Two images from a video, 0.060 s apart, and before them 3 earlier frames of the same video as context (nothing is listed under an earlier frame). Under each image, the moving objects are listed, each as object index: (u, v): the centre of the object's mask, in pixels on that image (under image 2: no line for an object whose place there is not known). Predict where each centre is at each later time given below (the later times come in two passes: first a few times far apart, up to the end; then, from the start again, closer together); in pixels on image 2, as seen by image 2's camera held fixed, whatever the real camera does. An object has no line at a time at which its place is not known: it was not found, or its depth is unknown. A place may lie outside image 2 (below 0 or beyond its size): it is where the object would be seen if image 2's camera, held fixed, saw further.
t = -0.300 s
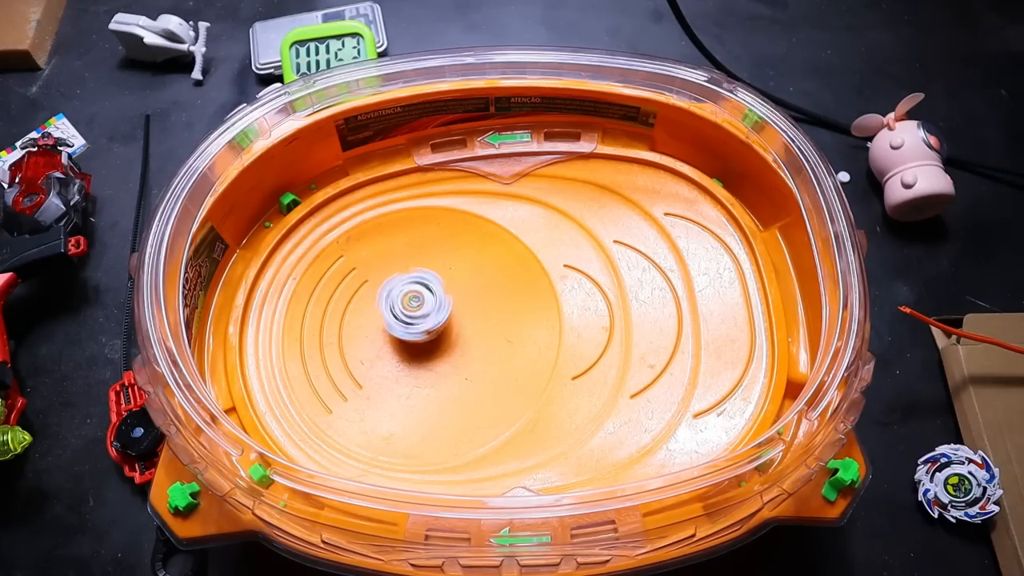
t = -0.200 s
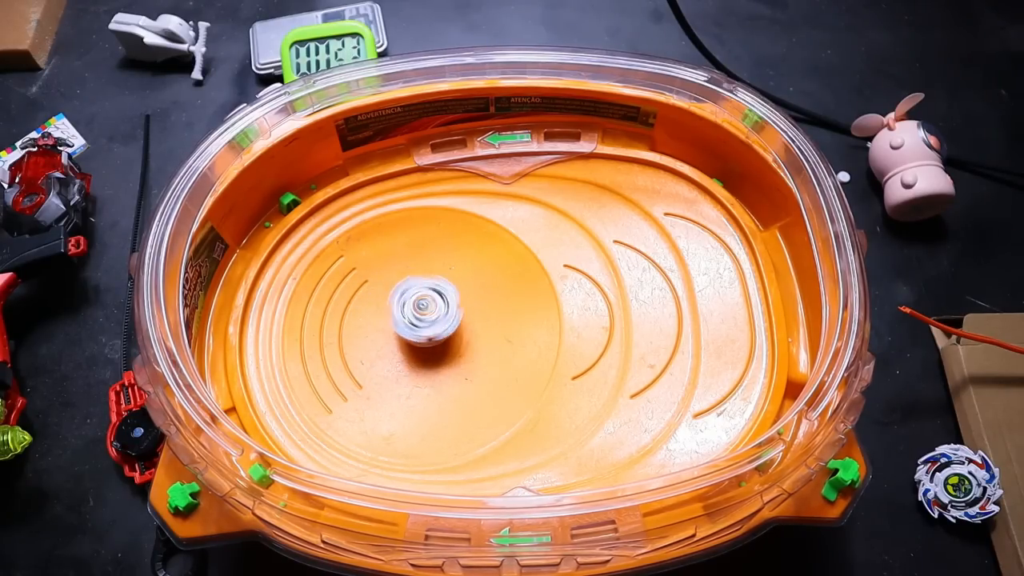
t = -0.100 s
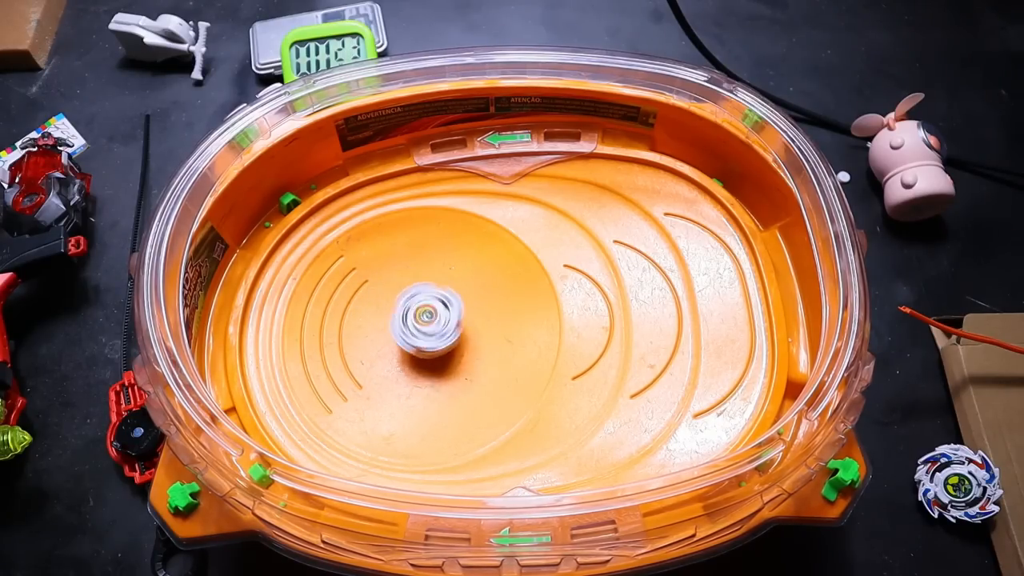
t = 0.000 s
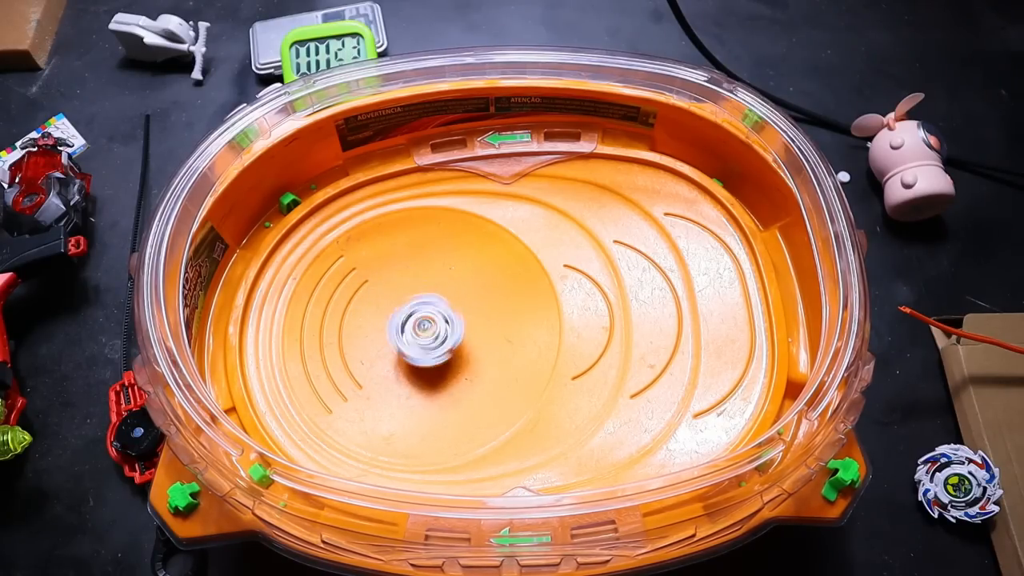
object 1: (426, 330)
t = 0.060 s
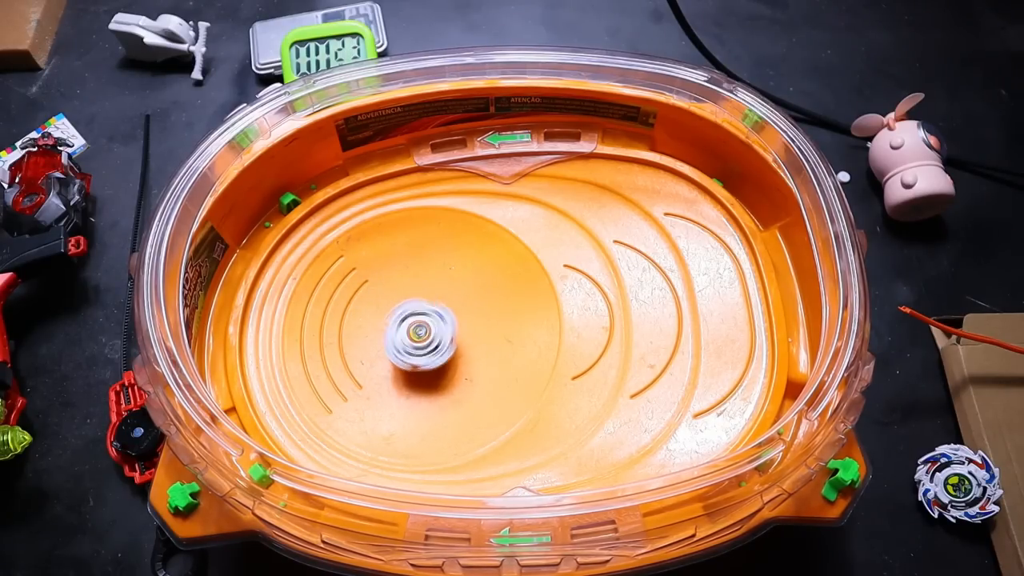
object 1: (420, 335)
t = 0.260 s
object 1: (403, 331)
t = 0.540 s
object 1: (415, 312)
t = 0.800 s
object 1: (430, 317)
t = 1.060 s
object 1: (425, 326)
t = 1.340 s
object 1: (408, 322)
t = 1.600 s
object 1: (410, 315)
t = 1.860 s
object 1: (421, 322)
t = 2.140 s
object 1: (415, 332)
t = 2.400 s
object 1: (413, 323)
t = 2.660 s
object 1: (422, 316)
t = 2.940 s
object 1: (422, 317)
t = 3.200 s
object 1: (419, 320)
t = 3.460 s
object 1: (418, 323)
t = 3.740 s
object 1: (419, 324)
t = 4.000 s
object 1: (420, 319)
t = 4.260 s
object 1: (422, 318)
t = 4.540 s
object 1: (416, 319)
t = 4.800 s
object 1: (417, 318)
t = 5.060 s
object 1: (417, 322)
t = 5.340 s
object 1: (413, 321)
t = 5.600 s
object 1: (411, 317)
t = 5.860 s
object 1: (414, 318)
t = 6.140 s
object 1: (410, 322)
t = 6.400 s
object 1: (406, 319)
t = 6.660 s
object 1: (406, 319)
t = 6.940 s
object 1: (406, 319)
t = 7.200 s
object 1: (406, 319)
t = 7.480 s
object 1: (406, 320)
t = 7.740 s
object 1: (406, 319)
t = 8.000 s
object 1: (406, 319)
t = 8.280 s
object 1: (406, 319)
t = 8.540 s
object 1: (406, 319)
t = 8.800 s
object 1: (406, 319)
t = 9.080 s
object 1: (406, 319)
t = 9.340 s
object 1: (406, 319)
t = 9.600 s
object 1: (406, 319)
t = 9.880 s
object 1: (406, 319)
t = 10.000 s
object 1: (406, 319)
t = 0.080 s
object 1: (420, 336)
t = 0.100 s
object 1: (417, 336)
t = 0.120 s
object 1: (413, 337)
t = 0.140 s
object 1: (412, 337)
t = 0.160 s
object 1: (411, 336)
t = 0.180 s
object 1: (408, 335)
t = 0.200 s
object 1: (406, 335)
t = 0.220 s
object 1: (406, 333)
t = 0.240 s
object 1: (405, 331)
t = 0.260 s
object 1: (403, 331)
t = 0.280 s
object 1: (404, 329)
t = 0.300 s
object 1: (404, 327)
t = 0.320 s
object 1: (404, 326)
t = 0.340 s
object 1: (404, 324)
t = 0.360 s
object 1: (404, 323)
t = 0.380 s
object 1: (406, 320)
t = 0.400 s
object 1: (405, 320)
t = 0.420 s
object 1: (405, 319)
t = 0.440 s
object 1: (409, 317)
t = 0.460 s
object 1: (409, 316)
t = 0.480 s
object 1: (409, 316)
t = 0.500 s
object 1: (412, 314)
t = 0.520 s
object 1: (414, 313)
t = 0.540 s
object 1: (415, 312)
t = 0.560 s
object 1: (416, 312)
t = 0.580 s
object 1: (418, 312)
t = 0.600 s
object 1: (421, 311)
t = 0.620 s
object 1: (422, 311)
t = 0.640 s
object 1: (423, 312)
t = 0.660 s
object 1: (425, 312)
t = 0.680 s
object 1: (428, 312)
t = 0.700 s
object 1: (428, 313)
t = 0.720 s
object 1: (428, 315)
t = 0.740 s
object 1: (431, 315)
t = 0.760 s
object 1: (431, 315)
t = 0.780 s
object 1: (429, 316)
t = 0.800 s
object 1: (430, 317)
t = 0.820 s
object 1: (432, 317)
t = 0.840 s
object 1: (432, 318)
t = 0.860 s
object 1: (430, 319)
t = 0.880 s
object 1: (431, 321)
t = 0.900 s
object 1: (433, 320)
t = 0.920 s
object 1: (431, 321)
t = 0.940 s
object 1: (429, 323)
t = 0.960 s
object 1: (429, 324)
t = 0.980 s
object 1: (430, 324)
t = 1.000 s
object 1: (429, 324)
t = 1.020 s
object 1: (426, 326)
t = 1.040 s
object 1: (426, 327)
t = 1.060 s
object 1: (425, 326)
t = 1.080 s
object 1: (423, 327)
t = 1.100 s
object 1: (420, 327)
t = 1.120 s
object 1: (419, 328)
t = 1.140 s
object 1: (419, 327)
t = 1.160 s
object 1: (419, 326)
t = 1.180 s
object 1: (415, 327)
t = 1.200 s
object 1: (415, 327)
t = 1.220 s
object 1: (416, 326)
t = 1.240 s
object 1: (414, 325)
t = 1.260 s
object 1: (411, 325)
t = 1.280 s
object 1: (411, 326)
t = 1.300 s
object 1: (411, 324)
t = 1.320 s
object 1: (411, 323)
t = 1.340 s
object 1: (408, 322)
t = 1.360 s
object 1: (407, 323)
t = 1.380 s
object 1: (408, 321)
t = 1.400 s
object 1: (408, 320)
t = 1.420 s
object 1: (407, 319)
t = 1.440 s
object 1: (406, 319)
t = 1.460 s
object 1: (407, 318)
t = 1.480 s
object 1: (408, 317)
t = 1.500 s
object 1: (407, 316)
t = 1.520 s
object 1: (407, 317)
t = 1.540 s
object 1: (408, 316)
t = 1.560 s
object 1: (410, 315)
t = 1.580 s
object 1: (411, 314)
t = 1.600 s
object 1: (410, 315)
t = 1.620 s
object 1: (411, 314)
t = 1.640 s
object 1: (413, 314)
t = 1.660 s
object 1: (414, 313)
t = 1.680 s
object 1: (414, 314)
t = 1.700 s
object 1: (415, 315)
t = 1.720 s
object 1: (417, 315)
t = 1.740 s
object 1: (418, 315)
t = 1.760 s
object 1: (419, 316)
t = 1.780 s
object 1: (419, 318)
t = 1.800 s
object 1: (420, 318)
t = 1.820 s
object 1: (422, 319)
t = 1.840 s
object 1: (422, 319)
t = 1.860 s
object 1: (421, 322)
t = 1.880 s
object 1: (423, 322)
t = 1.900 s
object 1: (423, 323)
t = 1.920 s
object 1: (423, 324)
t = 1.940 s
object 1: (423, 326)
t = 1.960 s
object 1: (422, 328)
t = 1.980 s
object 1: (421, 329)
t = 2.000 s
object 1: (422, 329)
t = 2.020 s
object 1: (421, 329)
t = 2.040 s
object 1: (419, 331)
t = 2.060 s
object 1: (419, 331)
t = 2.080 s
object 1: (418, 331)
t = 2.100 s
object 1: (418, 331)
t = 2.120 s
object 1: (417, 331)
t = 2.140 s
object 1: (415, 332)
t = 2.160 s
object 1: (415, 332)
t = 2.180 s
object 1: (415, 331)
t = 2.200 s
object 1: (414, 330)
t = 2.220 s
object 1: (412, 330)
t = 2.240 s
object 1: (412, 330)
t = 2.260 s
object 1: (413, 329)
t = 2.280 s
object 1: (413, 327)
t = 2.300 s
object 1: (413, 326)
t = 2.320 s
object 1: (411, 327)
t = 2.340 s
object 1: (412, 326)
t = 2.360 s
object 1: (413, 325)
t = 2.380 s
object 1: (414, 323)
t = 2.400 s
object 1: (413, 323)
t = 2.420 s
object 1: (413, 323)
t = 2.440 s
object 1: (414, 321)
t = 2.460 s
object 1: (415, 320)
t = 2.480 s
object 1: (416, 319)
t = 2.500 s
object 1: (416, 318)
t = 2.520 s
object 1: (416, 319)
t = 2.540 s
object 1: (417, 318)
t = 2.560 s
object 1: (419, 317)
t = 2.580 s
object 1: (419, 316)
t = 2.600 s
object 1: (418, 317)
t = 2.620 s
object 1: (418, 318)
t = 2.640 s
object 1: (420, 317)
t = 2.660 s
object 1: (422, 316)
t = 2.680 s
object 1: (421, 315)
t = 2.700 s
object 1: (419, 316)
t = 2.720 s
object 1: (420, 317)
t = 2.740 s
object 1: (422, 317)
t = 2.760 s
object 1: (423, 315)
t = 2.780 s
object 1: (422, 315)
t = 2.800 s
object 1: (420, 316)
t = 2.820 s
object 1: (420, 317)
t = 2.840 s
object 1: (422, 317)
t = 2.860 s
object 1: (424, 316)
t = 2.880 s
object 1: (422, 315)
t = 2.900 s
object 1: (421, 316)
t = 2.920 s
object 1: (421, 317)
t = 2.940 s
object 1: (422, 317)
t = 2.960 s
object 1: (423, 316)
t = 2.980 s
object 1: (421, 316)
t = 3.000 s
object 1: (420, 317)
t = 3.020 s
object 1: (420, 319)
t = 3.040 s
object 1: (421, 319)
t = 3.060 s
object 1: (422, 318)
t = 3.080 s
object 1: (421, 317)
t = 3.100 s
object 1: (419, 318)
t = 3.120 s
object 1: (419, 320)
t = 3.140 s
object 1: (420, 321)
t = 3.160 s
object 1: (422, 320)
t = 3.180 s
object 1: (421, 319)
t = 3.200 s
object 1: (419, 320)
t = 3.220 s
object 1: (418, 322)
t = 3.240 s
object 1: (418, 323)
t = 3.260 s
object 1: (420, 323)
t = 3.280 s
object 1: (421, 322)
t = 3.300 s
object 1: (421, 322)
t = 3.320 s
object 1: (418, 322)
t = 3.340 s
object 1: (417, 323)
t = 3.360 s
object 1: (417, 325)
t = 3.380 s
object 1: (419, 326)
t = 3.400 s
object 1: (421, 325)
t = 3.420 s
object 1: (420, 324)
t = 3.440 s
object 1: (420, 323)
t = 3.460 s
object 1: (418, 323)
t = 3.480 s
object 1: (418, 324)
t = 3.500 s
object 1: (418, 325)
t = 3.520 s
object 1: (419, 325)
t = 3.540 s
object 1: (420, 325)
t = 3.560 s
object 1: (420, 324)
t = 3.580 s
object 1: (419, 324)
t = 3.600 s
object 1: (419, 324)
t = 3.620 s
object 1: (419, 325)
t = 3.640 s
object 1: (419, 326)
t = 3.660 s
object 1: (420, 324)
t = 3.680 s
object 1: (421, 324)
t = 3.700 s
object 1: (420, 323)
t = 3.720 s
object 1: (419, 324)
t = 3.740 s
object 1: (419, 324)
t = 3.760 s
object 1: (419, 324)
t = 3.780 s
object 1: (420, 323)
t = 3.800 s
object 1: (420, 323)
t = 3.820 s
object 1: (420, 322)
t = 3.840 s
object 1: (419, 321)
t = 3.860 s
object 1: (418, 322)
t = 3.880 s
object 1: (419, 321)
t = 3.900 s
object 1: (420, 320)
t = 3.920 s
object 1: (420, 320)
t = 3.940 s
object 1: (420, 319)
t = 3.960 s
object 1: (420, 319)
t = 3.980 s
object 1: (419, 320)
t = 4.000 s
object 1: (420, 319)
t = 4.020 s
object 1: (421, 318)
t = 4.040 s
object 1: (421, 318)
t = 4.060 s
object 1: (421, 317)
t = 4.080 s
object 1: (420, 317)
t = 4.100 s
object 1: (420, 318)
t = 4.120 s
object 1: (421, 318)
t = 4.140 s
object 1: (422, 317)
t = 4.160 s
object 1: (422, 317)
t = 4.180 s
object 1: (422, 317)
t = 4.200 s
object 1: (421, 317)
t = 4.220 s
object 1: (421, 318)
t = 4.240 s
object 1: (421, 318)
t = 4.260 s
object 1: (422, 318)
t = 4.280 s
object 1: (422, 318)
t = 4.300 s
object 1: (422, 319)
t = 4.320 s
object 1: (420, 319)
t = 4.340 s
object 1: (419, 320)
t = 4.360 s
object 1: (419, 320)
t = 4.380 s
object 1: (419, 320)
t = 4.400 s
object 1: (419, 320)
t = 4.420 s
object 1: (418, 320)
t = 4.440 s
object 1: (417, 320)
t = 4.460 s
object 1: (416, 321)
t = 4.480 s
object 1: (417, 320)
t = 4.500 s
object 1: (416, 320)
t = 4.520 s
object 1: (416, 319)
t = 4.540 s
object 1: (416, 319)
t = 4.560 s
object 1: (415, 319)
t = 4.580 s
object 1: (414, 319)
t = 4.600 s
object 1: (414, 319)
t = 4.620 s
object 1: (415, 319)
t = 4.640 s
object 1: (415, 319)
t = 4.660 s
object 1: (416, 318)
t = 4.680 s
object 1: (416, 318)
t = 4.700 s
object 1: (415, 318)
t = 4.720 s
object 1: (415, 319)
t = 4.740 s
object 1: (415, 319)
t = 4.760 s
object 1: (416, 319)
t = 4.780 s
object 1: (416, 319)
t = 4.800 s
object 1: (417, 318)
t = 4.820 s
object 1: (417, 319)
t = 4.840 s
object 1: (416, 319)
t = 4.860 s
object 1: (416, 320)
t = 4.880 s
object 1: (417, 320)
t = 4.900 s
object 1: (417, 321)
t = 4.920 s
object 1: (417, 321)
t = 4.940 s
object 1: (418, 321)
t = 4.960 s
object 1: (417, 321)
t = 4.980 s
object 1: (416, 321)
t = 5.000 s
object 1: (416, 323)
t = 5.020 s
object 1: (417, 323)
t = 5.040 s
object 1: (417, 323)
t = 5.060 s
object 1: (417, 322)
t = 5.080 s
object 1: (418, 321)
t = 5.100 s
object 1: (417, 321)
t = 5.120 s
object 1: (415, 322)
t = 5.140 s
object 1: (414, 324)
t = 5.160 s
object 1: (414, 324)
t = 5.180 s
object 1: (415, 325)
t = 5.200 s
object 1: (417, 325)
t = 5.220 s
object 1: (419, 325)
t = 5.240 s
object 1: (419, 323)
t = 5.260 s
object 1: (419, 322)
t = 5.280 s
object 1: (417, 321)
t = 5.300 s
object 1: (416, 321)
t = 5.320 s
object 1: (415, 321)
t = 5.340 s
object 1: (413, 321)
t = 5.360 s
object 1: (413, 322)
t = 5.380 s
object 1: (412, 322)
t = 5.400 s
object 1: (413, 323)
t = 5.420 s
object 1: (413, 322)
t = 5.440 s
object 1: (415, 322)
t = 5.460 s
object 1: (416, 320)
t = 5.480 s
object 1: (417, 318)
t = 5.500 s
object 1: (418, 316)
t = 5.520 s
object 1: (417, 315)
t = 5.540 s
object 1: (415, 314)
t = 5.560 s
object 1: (413, 315)
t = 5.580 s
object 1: (411, 316)
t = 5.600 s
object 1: (411, 317)
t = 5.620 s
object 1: (410, 319)
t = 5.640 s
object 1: (410, 322)
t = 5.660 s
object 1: (412, 324)
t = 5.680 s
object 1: (415, 326)
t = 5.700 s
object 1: (417, 326)
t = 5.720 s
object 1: (418, 324)
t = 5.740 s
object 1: (419, 323)
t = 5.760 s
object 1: (419, 321)
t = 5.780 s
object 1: (418, 320)
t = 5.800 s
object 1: (417, 319)
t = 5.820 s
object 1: (417, 318)
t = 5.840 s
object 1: (414, 318)
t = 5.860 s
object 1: (414, 318)
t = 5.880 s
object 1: (413, 317)
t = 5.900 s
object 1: (411, 317)
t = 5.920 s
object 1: (411, 318)
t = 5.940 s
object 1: (410, 318)
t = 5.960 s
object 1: (409, 319)
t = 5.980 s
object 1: (409, 320)
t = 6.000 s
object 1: (408, 320)
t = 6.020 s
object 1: (408, 321)
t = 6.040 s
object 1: (408, 321)
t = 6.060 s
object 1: (408, 321)
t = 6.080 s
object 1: (409, 321)
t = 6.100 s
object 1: (409, 321)
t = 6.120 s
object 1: (410, 321)
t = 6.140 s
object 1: (410, 322)
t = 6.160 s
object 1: (411, 322)
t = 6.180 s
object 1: (410, 322)
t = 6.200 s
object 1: (410, 322)
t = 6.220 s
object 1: (410, 321)
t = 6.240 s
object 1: (410, 321)
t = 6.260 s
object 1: (409, 321)
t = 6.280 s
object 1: (408, 321)
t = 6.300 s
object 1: (408, 320)
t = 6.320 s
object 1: (407, 320)
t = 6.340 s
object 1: (406, 319)
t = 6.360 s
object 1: (406, 318)
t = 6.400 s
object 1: (406, 319)
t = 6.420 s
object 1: (407, 320)
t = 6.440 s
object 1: (407, 320)
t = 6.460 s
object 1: (407, 320)
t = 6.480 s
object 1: (407, 320)
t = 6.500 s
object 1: (406, 319)
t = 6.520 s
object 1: (406, 319)
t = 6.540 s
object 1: (406, 319)
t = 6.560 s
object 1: (406, 319)
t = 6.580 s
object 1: (406, 319)
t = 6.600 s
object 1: (406, 319)
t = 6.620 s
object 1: (406, 319)
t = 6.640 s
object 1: (406, 319)
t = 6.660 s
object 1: (406, 319)
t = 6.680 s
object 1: (406, 319)
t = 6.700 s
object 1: (406, 319)
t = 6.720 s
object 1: (406, 319)
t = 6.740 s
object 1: (406, 319)
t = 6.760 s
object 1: (406, 319)
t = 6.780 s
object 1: (406, 319)
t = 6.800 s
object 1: (406, 319)
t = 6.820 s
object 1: (406, 319)
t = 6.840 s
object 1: (406, 319)
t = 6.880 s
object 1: (406, 319)
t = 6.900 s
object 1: (406, 319)
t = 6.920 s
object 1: (406, 319)
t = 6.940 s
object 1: (406, 319)
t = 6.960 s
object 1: (406, 319)
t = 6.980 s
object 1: (406, 319)
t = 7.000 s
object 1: (406, 319)
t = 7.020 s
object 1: (406, 319)
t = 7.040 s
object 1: (406, 319)
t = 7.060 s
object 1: (406, 319)
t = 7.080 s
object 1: (406, 319)
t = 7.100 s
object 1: (407, 319)
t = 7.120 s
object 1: (406, 319)
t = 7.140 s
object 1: (406, 319)
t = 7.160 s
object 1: (406, 319)
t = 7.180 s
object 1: (406, 319)
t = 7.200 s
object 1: (406, 319)
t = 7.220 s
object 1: (406, 319)
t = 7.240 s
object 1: (407, 319)
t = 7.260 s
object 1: (407, 319)
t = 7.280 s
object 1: (407, 319)
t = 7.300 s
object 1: (406, 319)
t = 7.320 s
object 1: (406, 319)
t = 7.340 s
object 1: (406, 319)
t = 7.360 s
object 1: (406, 319)
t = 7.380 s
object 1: (406, 320)
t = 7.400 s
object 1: (406, 320)
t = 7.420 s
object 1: (407, 320)
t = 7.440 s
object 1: (407, 320)
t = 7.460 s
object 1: (407, 319)
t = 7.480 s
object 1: (406, 320)
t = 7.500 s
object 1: (407, 320)
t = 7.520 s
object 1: (407, 320)
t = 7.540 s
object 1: (407, 320)
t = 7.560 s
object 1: (407, 319)
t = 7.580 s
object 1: (407, 320)
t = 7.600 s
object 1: (406, 319)
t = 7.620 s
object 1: (406, 319)
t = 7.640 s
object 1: (406, 319)
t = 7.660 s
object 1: (406, 319)
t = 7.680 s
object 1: (406, 319)
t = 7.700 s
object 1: (406, 319)
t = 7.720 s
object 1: (406, 319)
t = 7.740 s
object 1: (406, 319)
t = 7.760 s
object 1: (406, 319)
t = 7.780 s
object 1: (406, 319)
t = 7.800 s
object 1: (406, 319)
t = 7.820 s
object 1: (406, 319)
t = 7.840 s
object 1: (406, 319)
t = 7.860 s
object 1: (406, 319)
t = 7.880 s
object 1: (406, 319)
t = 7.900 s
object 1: (406, 319)
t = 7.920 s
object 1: (406, 319)
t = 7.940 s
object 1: (406, 319)
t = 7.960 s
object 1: (406, 319)
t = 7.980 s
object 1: (406, 319)
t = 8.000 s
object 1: (406, 319)
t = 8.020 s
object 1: (406, 319)
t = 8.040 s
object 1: (406, 319)
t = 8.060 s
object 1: (406, 319)
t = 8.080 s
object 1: (406, 319)
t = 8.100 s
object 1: (406, 319)
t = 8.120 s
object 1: (406, 319)
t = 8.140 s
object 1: (406, 319)
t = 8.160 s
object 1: (406, 319)
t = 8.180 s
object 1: (406, 319)
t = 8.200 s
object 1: (406, 319)
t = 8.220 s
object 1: (406, 319)
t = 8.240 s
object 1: (406, 319)
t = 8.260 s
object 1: (406, 319)
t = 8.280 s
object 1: (406, 319)
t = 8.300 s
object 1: (406, 319)
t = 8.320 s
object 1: (406, 319)
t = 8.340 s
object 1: (406, 319)
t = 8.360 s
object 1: (406, 319)
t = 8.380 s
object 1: (406, 319)
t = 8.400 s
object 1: (406, 319)
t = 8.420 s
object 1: (406, 319)
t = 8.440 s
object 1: (406, 319)
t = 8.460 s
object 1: (406, 319)
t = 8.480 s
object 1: (406, 319)
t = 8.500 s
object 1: (406, 319)
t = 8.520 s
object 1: (406, 319)
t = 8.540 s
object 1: (406, 319)
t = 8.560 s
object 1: (406, 319)
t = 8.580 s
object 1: (406, 319)
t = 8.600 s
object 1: (406, 319)
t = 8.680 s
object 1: (406, 319)
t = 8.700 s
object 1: (406, 319)
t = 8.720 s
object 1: (406, 319)
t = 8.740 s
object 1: (406, 319)
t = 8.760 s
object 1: (406, 319)
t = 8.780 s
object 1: (406, 319)
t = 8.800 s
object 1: (406, 319)
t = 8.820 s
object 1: (406, 319)
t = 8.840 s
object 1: (406, 319)
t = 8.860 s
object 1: (406, 319)
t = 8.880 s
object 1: (406, 319)
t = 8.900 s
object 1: (406, 319)
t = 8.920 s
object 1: (406, 319)
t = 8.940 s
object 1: (406, 319)
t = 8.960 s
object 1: (406, 319)
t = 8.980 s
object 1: (406, 319)
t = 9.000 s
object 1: (406, 319)
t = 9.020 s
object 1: (406, 319)
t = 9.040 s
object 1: (406, 319)
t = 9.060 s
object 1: (406, 319)
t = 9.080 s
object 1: (406, 319)
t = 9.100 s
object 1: (406, 319)
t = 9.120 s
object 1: (406, 319)
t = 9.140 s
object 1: (406, 319)
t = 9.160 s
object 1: (406, 319)
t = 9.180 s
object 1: (406, 319)
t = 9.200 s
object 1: (406, 319)
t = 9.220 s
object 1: (406, 319)
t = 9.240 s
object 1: (406, 319)
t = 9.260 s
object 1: (406, 319)
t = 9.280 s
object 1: (406, 319)
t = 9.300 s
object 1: (406, 319)
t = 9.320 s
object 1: (406, 319)
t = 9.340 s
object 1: (406, 319)
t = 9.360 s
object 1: (406, 319)
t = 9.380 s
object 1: (406, 319)
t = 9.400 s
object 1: (406, 319)
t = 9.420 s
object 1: (406, 319)
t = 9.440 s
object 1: (406, 319)
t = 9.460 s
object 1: (406, 319)
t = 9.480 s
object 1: (406, 319)
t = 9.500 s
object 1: (406, 319)
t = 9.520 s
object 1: (406, 319)
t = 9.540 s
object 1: (406, 319)
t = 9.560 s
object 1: (406, 319)
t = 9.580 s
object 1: (406, 319)
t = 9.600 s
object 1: (406, 319)
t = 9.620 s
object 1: (406, 319)
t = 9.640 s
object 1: (406, 319)
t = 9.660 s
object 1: (406, 319)
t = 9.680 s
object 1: (406, 319)
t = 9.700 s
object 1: (406, 319)
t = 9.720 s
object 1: (406, 319)
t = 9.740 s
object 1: (406, 319)
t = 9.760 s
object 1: (406, 319)
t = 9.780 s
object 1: (406, 319)
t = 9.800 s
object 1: (406, 319)
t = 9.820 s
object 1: (406, 319)
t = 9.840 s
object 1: (406, 319)
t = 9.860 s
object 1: (406, 319)
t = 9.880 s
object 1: (406, 319)
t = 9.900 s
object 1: (406, 319)
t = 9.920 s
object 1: (406, 319)
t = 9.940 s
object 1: (406, 319)
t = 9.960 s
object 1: (406, 319)
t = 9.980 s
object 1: (406, 319)
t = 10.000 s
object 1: (406, 319)
